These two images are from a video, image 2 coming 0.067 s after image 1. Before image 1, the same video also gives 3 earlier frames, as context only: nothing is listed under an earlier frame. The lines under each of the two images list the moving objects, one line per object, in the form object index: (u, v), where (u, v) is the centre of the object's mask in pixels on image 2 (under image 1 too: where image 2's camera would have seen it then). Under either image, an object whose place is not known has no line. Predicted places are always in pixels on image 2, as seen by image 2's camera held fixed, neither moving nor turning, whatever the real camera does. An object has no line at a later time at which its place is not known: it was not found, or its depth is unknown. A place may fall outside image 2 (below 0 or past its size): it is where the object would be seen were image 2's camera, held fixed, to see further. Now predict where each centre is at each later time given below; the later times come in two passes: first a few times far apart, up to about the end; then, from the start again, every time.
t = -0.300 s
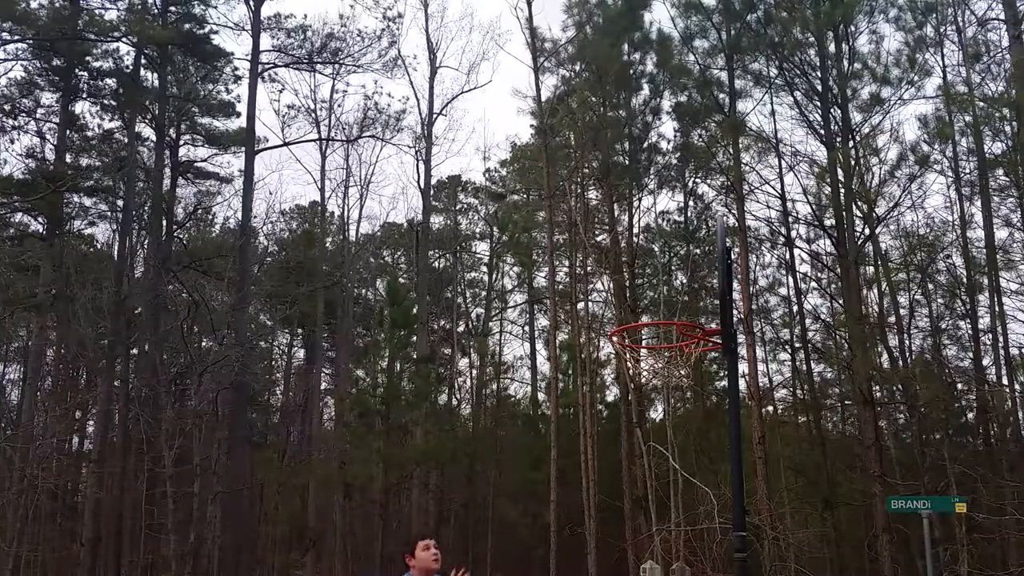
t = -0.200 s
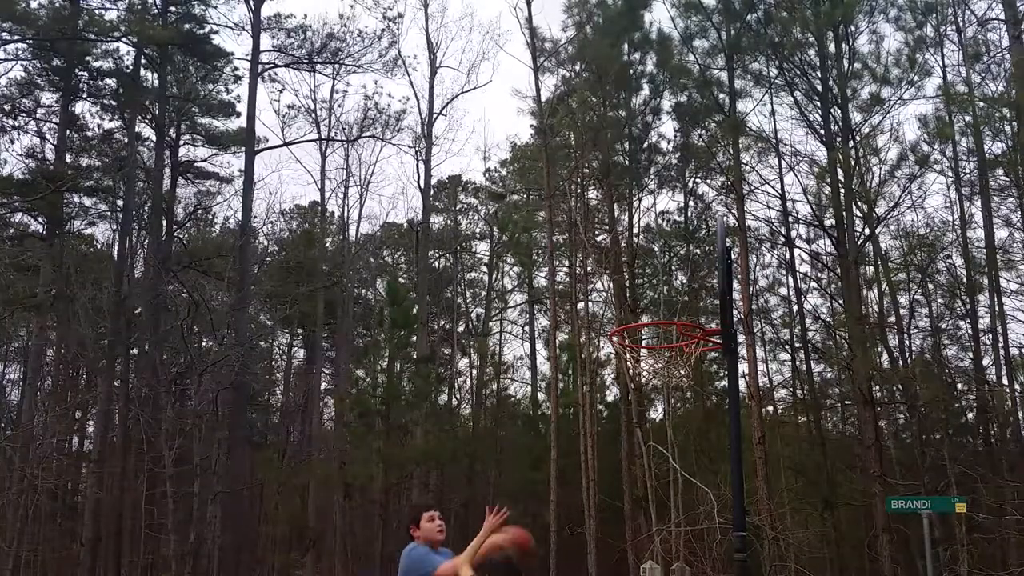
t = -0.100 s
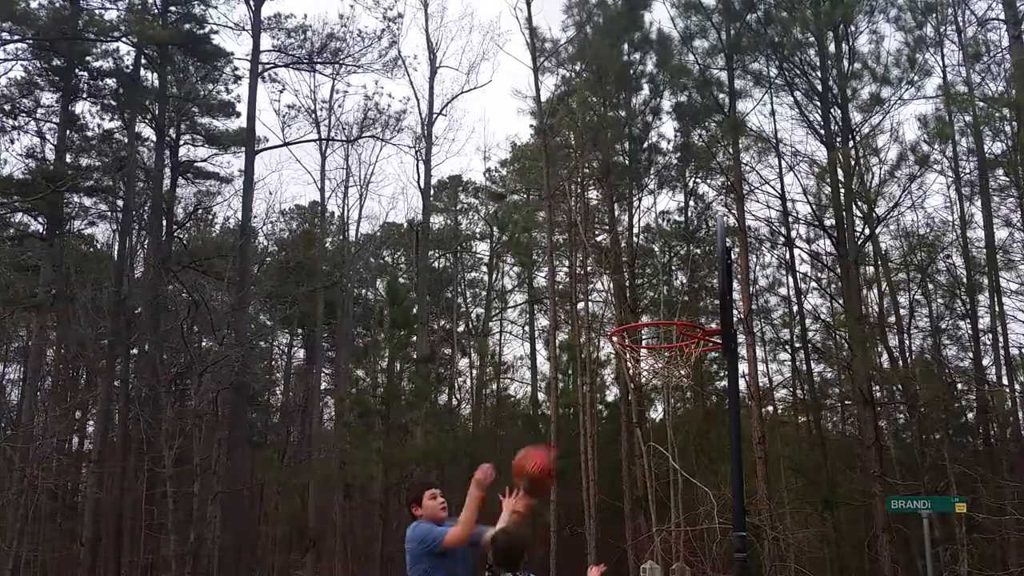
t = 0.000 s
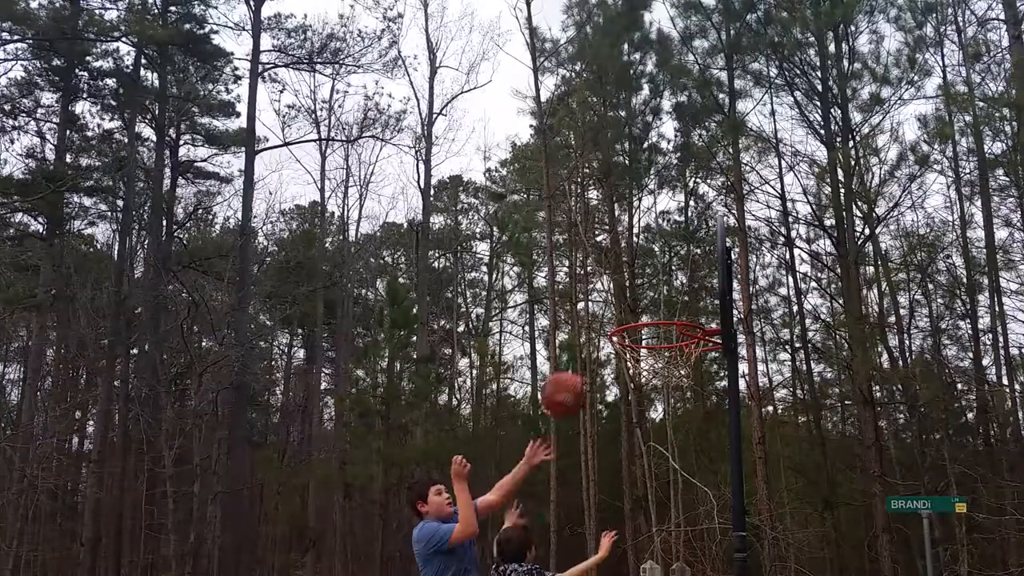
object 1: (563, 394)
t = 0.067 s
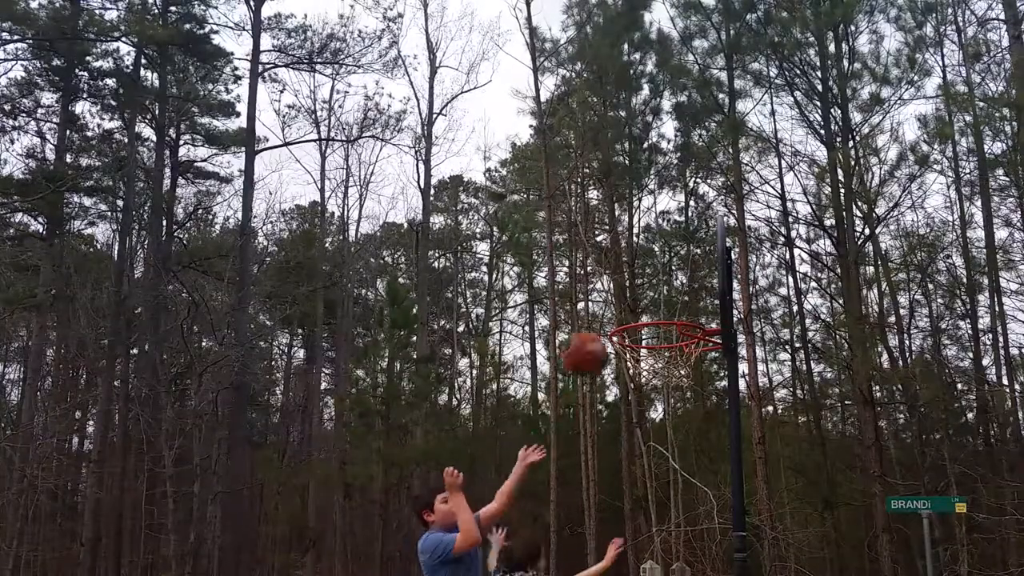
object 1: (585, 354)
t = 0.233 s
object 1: (639, 284)
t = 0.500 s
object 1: (692, 277)
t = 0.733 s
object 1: (650, 339)
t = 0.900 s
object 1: (667, 374)
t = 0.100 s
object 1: (594, 336)
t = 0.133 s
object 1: (603, 319)
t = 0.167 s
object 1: (617, 305)
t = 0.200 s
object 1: (629, 294)
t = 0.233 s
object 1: (639, 284)
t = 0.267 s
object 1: (652, 275)
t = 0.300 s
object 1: (665, 269)
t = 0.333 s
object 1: (678, 264)
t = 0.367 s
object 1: (691, 262)
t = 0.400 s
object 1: (693, 264)
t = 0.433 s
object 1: (694, 265)
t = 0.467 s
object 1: (692, 270)
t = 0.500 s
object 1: (692, 277)
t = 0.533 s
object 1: (691, 285)
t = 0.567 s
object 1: (690, 298)
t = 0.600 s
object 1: (689, 313)
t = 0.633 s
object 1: (673, 319)
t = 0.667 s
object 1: (661, 326)
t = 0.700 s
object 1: (648, 333)
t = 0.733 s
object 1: (650, 339)
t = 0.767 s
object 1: (657, 350)
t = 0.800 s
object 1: (659, 354)
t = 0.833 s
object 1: (664, 360)
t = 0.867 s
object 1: (665, 366)
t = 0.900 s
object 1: (667, 374)
